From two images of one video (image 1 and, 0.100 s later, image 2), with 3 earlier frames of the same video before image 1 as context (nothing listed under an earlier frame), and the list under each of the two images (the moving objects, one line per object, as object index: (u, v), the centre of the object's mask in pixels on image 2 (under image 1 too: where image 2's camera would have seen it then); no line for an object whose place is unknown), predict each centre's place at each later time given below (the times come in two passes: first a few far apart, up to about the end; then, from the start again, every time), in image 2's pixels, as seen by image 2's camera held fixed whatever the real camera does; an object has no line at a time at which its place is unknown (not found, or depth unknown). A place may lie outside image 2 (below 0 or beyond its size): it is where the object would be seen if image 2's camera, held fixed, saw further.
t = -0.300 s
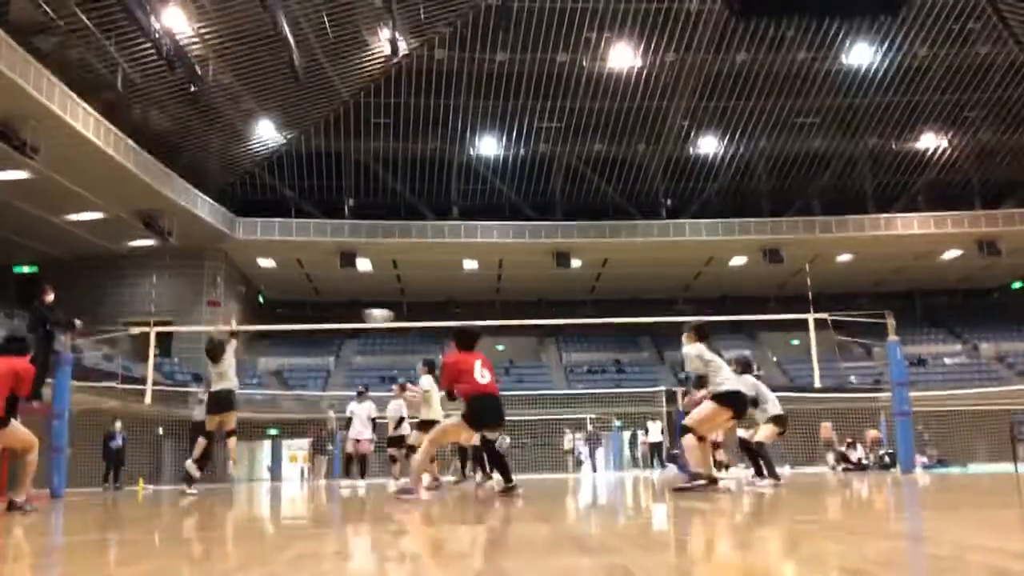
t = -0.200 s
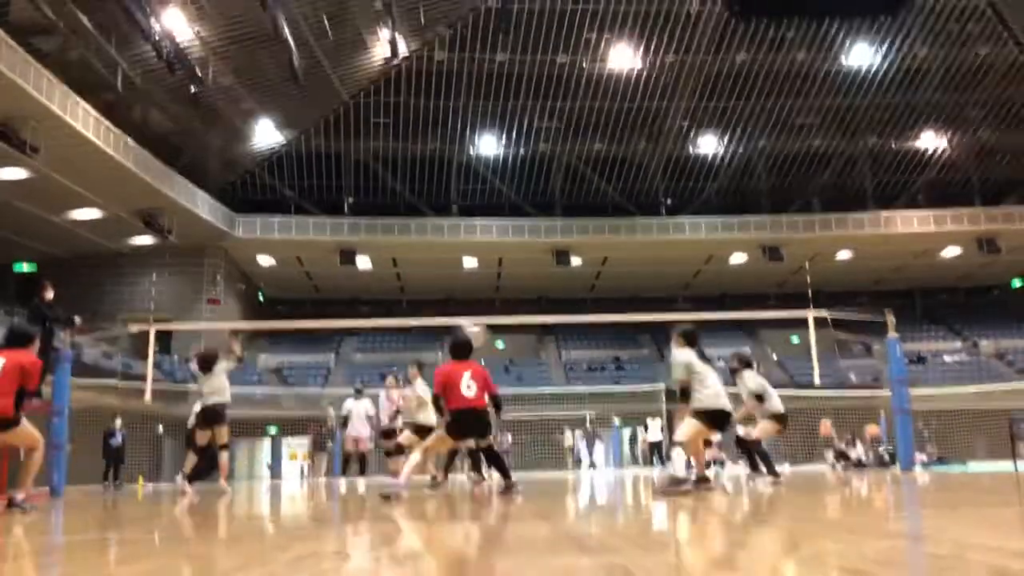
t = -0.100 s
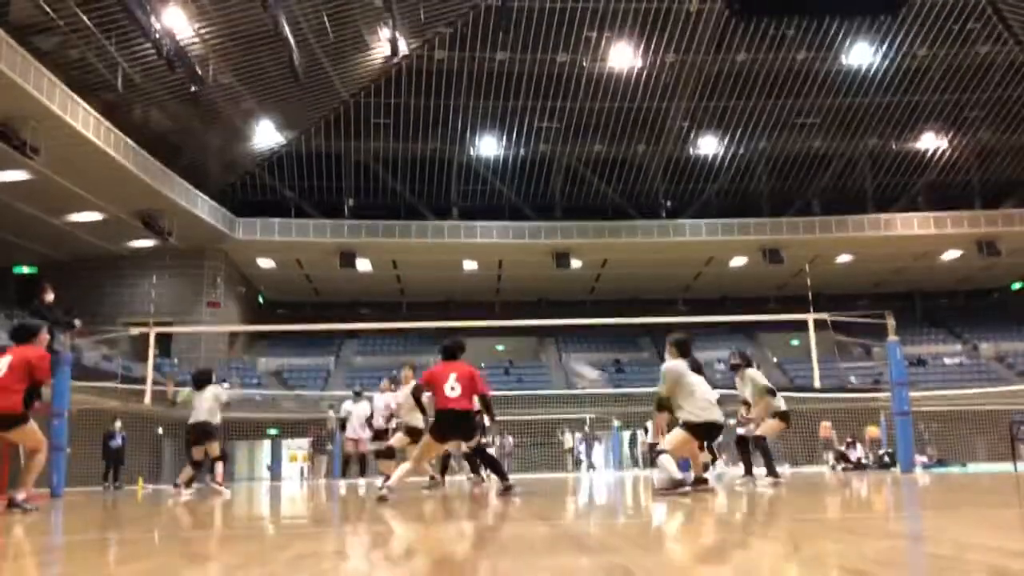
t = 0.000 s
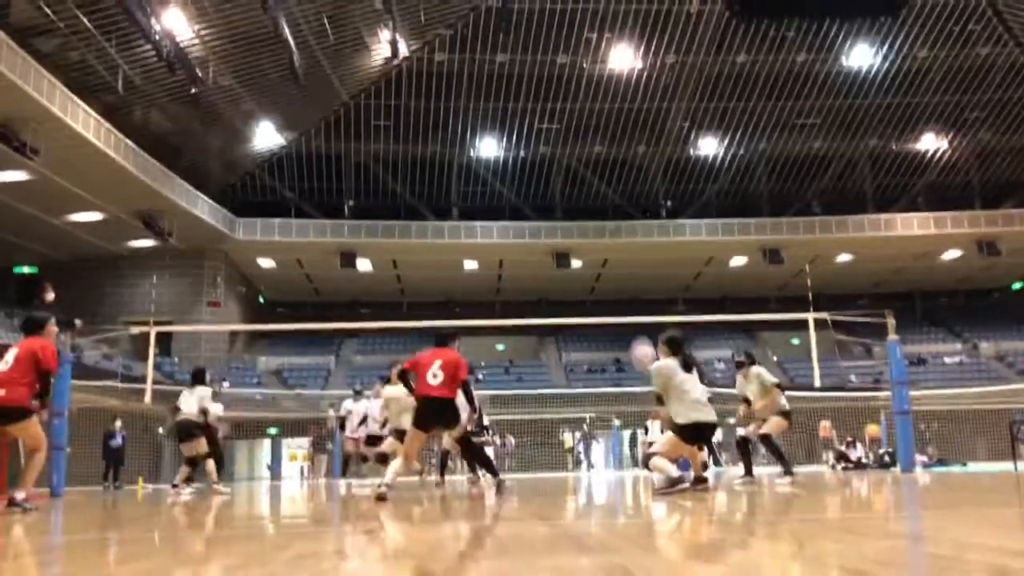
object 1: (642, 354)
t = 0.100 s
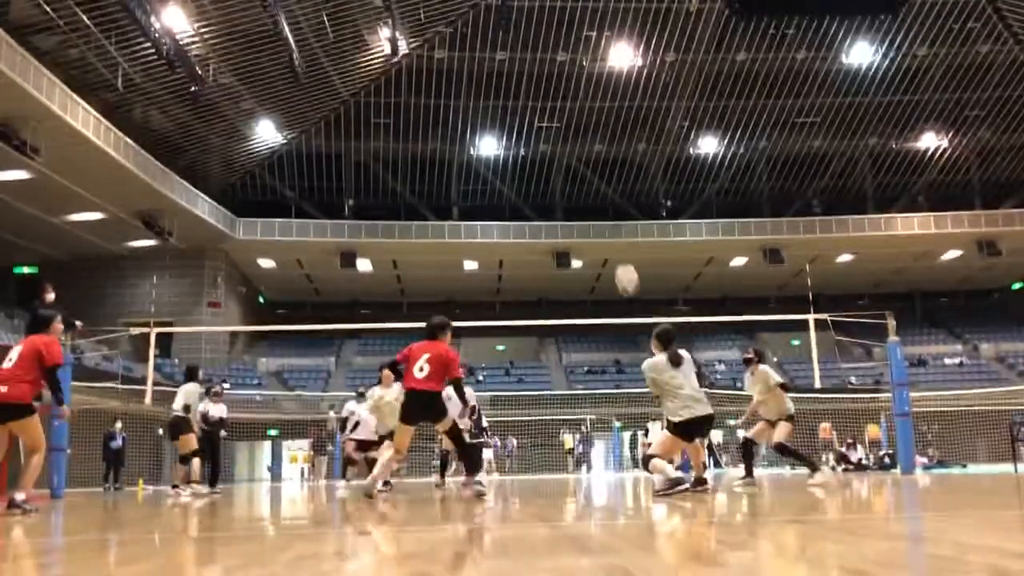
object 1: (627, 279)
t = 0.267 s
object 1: (607, 189)
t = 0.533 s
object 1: (587, 118)
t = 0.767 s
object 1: (578, 112)
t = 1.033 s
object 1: (571, 150)
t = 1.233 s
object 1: (568, 204)
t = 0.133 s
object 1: (622, 256)
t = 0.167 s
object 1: (617, 238)
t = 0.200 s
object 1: (614, 219)
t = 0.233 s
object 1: (610, 204)
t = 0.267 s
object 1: (607, 189)
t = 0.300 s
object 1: (604, 177)
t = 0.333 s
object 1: (601, 164)
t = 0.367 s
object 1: (598, 154)
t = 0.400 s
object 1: (596, 146)
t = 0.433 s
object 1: (594, 138)
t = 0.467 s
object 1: (591, 130)
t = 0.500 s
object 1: (590, 125)
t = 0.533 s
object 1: (587, 118)
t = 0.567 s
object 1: (586, 117)
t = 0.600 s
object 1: (585, 114)
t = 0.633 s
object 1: (583, 112)
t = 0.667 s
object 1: (582, 111)
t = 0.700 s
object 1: (580, 110)
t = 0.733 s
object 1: (579, 111)
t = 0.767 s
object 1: (578, 112)
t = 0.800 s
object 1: (577, 114)
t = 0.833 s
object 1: (576, 119)
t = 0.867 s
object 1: (575, 122)
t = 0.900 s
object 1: (574, 124)
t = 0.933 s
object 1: (573, 131)
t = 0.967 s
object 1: (572, 136)
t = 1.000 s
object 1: (572, 143)
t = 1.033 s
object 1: (571, 150)
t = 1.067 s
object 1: (571, 157)
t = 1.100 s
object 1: (570, 164)
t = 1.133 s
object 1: (569, 173)
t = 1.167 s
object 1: (569, 183)
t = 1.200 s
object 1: (568, 193)
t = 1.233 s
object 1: (568, 204)
